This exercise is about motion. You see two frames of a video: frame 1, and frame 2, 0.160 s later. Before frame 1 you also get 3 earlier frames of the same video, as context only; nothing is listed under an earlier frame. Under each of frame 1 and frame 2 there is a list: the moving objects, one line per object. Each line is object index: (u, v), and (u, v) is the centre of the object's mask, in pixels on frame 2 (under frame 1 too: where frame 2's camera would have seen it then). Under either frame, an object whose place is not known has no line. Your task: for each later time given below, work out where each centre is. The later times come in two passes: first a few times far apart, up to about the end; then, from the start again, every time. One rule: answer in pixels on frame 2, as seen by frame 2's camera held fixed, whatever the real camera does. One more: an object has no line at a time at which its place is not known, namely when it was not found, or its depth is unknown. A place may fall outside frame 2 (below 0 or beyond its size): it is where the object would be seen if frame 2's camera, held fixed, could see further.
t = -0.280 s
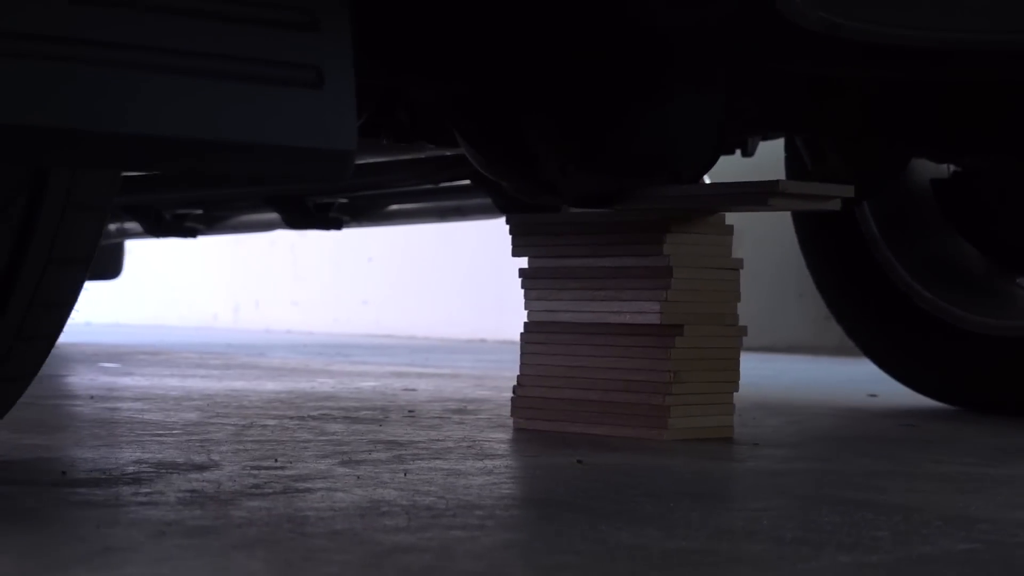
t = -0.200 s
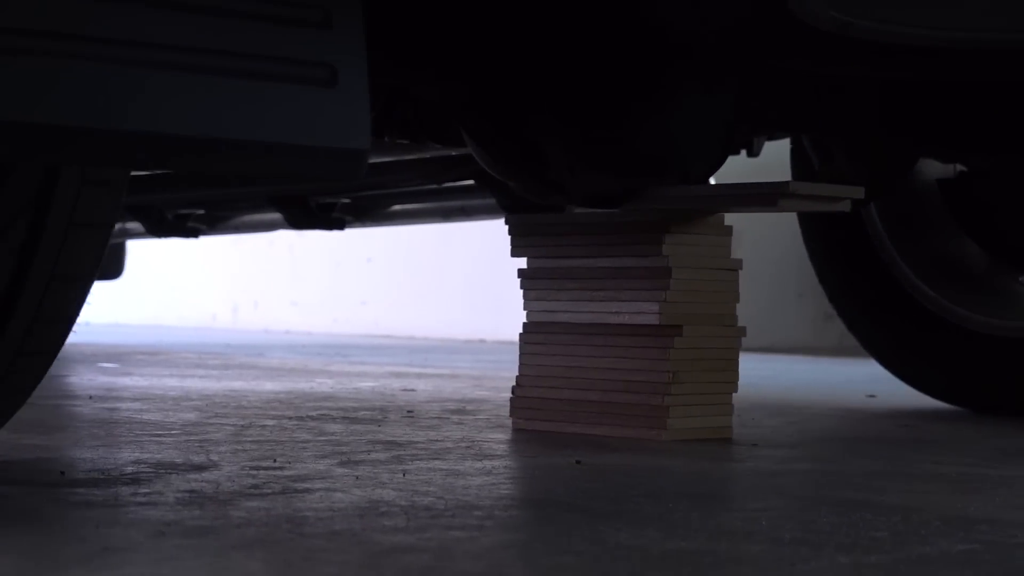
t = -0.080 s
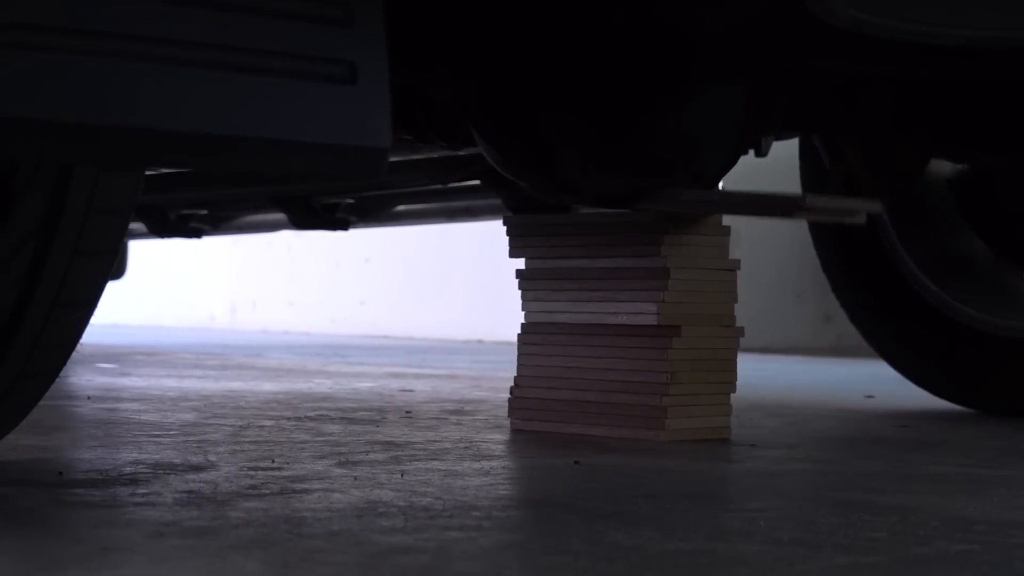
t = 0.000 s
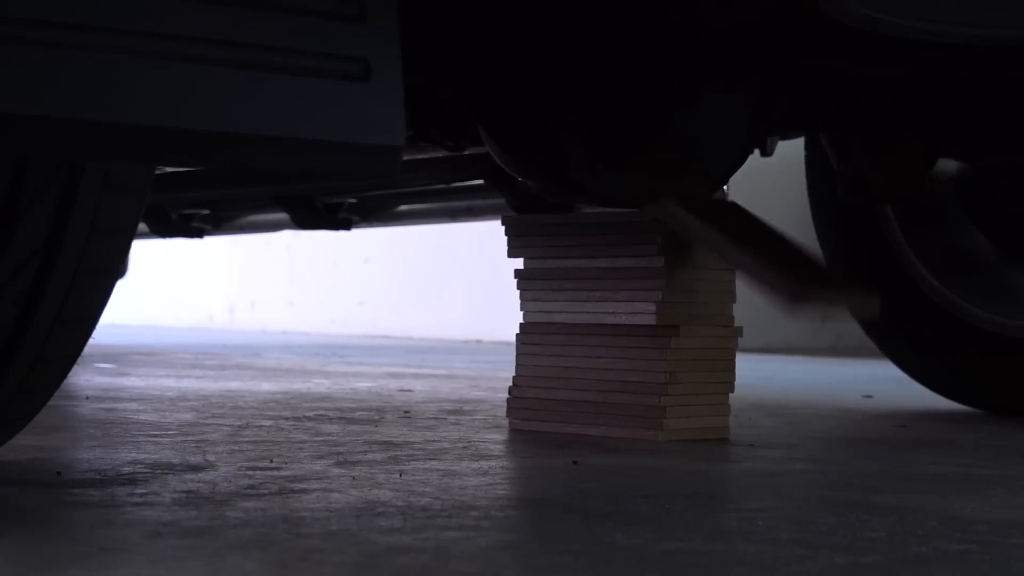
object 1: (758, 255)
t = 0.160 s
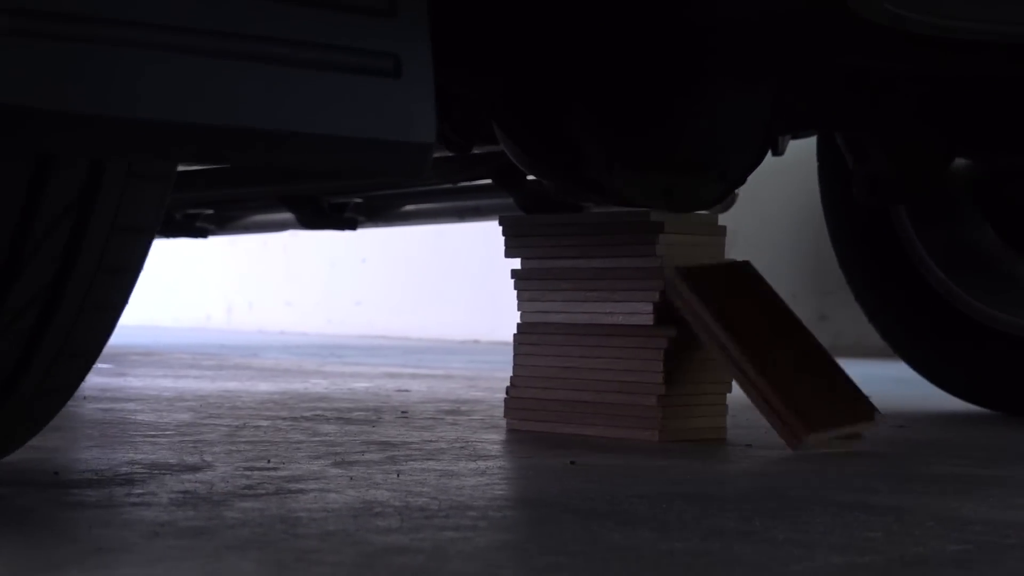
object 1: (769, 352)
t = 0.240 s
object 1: (769, 376)
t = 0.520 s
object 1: (800, 428)
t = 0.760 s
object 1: (797, 436)
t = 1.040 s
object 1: (797, 436)
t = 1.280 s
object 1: (795, 436)
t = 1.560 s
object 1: (796, 436)
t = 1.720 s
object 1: (795, 436)
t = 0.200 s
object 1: (769, 361)
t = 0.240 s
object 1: (769, 376)
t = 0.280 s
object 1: (783, 389)
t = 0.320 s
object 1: (784, 387)
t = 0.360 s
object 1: (784, 398)
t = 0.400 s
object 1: (797, 423)
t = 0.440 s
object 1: (799, 431)
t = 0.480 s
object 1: (804, 422)
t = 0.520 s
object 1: (800, 428)
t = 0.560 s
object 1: (798, 434)
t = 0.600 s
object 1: (795, 435)
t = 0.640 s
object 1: (796, 436)
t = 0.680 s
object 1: (795, 435)
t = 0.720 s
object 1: (795, 436)
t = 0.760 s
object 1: (797, 436)
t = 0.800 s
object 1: (794, 436)
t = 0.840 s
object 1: (796, 436)
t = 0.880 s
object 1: (797, 436)
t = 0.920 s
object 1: (797, 436)
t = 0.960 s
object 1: (797, 436)
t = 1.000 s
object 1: (797, 436)
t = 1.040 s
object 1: (797, 436)
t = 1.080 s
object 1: (796, 436)
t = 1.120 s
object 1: (796, 436)
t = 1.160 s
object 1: (796, 436)
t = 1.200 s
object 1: (795, 436)
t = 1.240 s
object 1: (795, 436)
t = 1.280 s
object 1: (795, 436)
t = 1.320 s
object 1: (796, 436)
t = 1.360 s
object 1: (796, 436)
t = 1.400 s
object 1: (796, 436)
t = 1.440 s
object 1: (795, 437)
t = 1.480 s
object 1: (795, 437)
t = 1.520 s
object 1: (795, 437)
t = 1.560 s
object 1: (796, 436)
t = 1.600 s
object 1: (796, 436)
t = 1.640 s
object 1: (796, 436)
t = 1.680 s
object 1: (796, 436)
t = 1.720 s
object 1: (795, 436)
